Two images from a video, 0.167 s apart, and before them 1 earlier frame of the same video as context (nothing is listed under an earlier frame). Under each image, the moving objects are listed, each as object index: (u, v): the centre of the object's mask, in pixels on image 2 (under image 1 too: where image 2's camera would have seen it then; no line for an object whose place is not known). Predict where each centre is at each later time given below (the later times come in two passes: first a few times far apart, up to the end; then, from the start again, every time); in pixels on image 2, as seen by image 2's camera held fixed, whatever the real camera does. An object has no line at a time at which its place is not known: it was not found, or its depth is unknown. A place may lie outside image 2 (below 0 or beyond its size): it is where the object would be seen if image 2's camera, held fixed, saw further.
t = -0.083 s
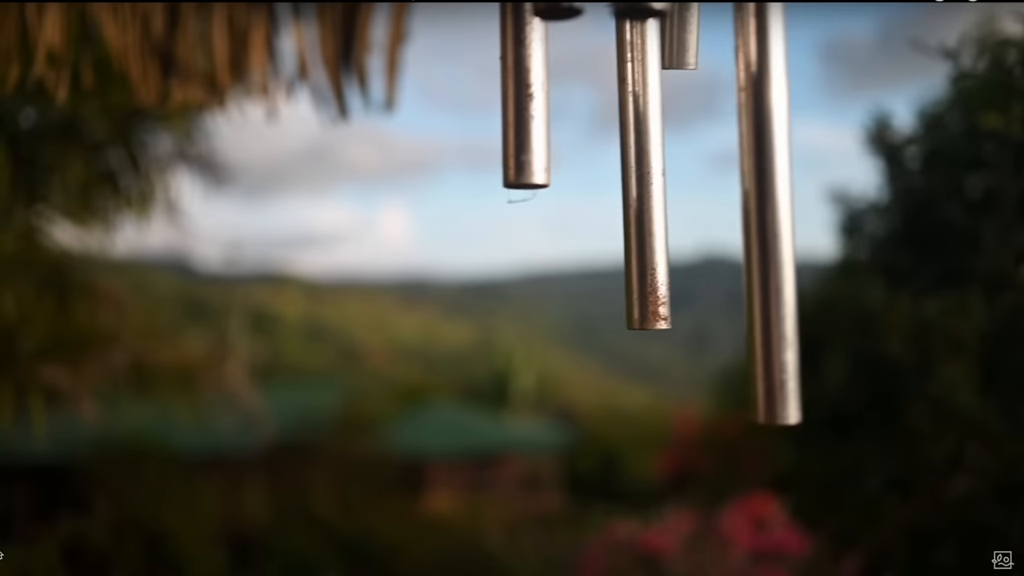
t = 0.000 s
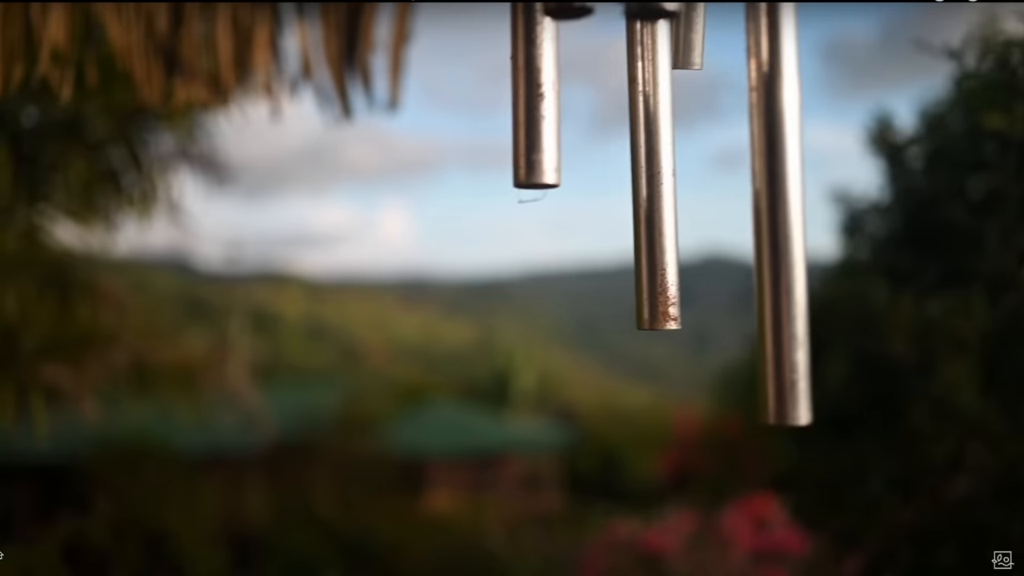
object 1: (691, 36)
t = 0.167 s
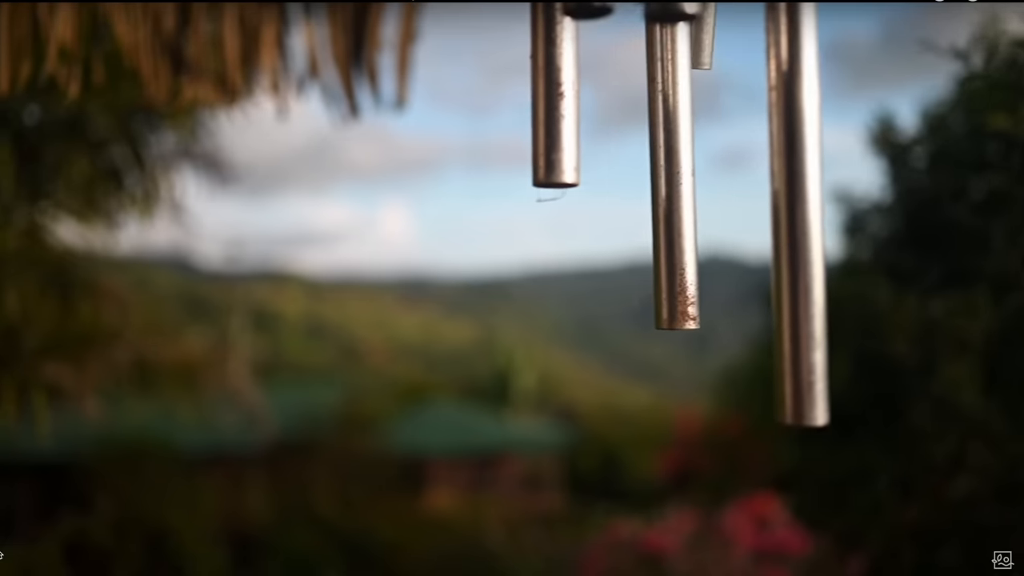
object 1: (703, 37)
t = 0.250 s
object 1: (711, 38)
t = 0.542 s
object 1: (743, 42)
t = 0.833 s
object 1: (789, 43)
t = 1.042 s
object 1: (822, 42)
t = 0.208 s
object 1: (707, 38)
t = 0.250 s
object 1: (711, 38)
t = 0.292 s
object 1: (715, 38)
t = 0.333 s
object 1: (719, 39)
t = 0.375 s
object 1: (723, 40)
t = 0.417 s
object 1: (727, 40)
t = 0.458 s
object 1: (733, 41)
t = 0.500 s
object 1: (738, 42)
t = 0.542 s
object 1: (743, 42)
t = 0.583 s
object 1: (749, 42)
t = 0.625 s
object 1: (755, 42)
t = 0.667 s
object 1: (761, 42)
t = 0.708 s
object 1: (767, 43)
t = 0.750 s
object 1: (774, 43)
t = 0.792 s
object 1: (781, 43)
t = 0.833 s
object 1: (789, 43)
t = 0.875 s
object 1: (796, 43)
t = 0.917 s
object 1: (803, 43)
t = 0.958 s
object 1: (809, 43)
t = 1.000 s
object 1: (815, 43)
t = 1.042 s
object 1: (822, 42)
